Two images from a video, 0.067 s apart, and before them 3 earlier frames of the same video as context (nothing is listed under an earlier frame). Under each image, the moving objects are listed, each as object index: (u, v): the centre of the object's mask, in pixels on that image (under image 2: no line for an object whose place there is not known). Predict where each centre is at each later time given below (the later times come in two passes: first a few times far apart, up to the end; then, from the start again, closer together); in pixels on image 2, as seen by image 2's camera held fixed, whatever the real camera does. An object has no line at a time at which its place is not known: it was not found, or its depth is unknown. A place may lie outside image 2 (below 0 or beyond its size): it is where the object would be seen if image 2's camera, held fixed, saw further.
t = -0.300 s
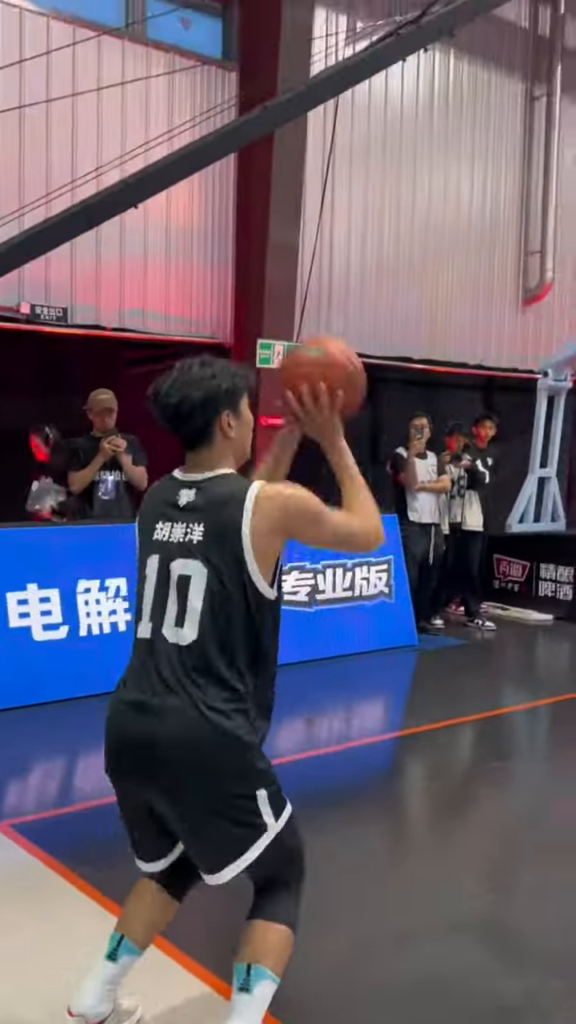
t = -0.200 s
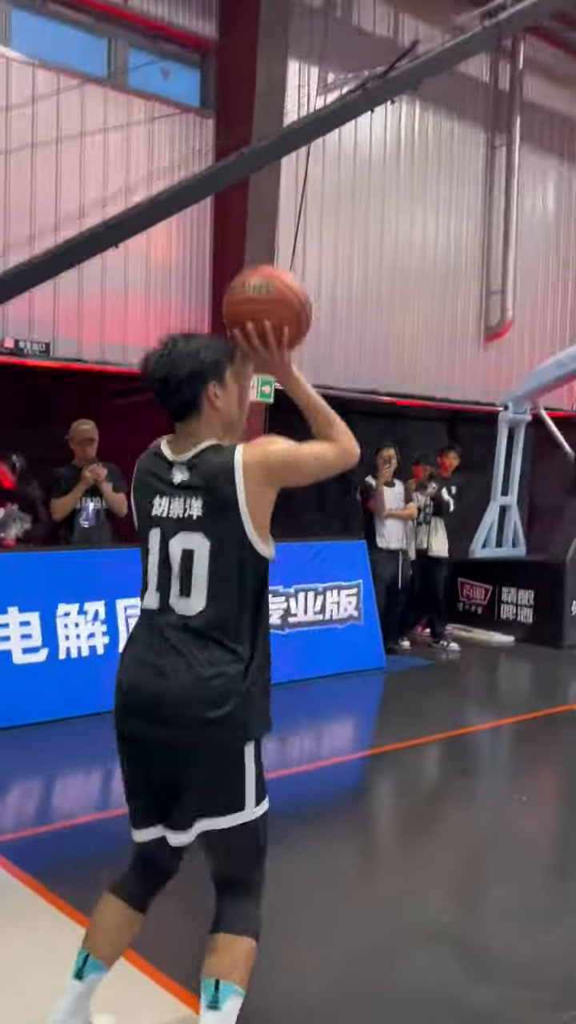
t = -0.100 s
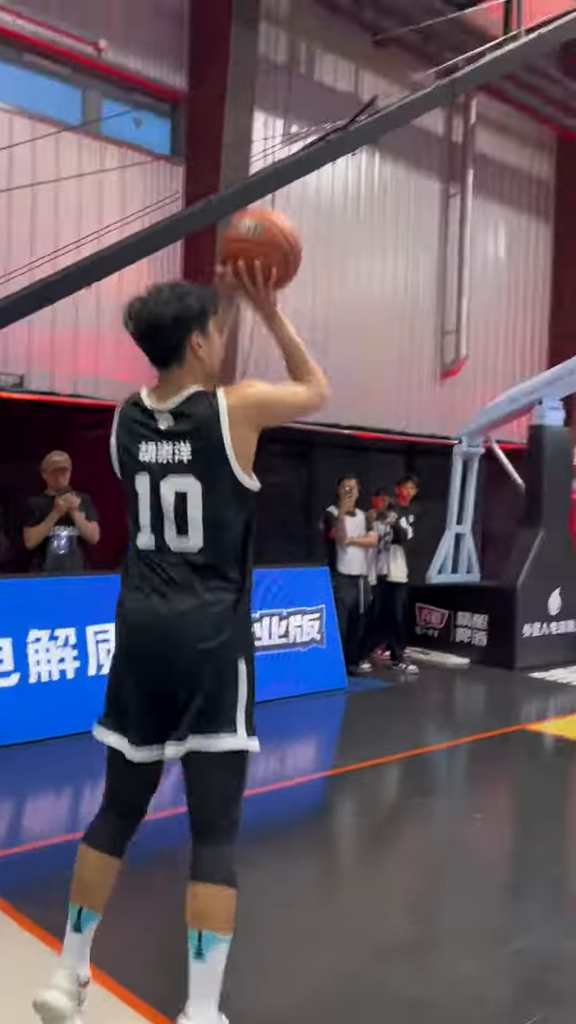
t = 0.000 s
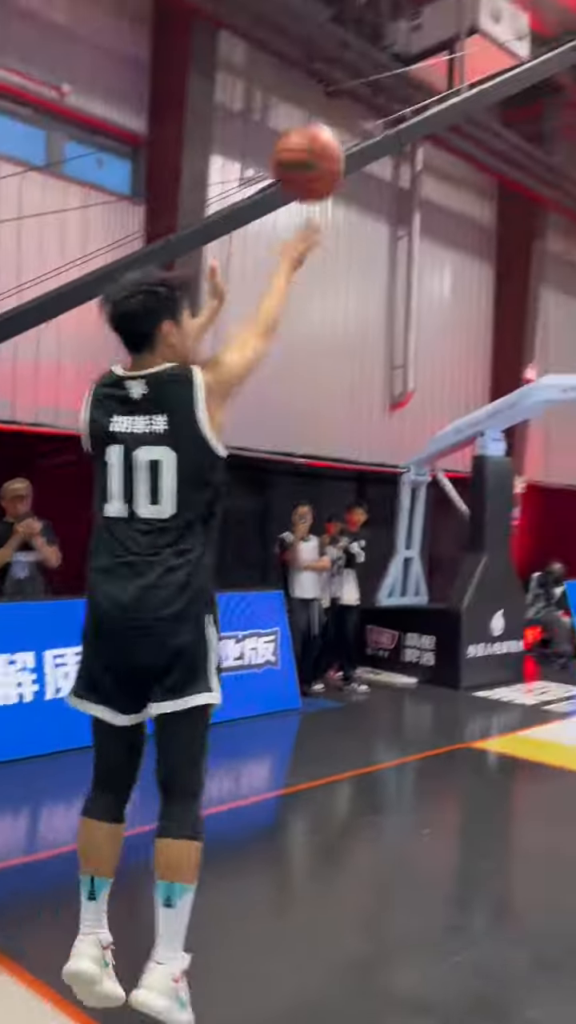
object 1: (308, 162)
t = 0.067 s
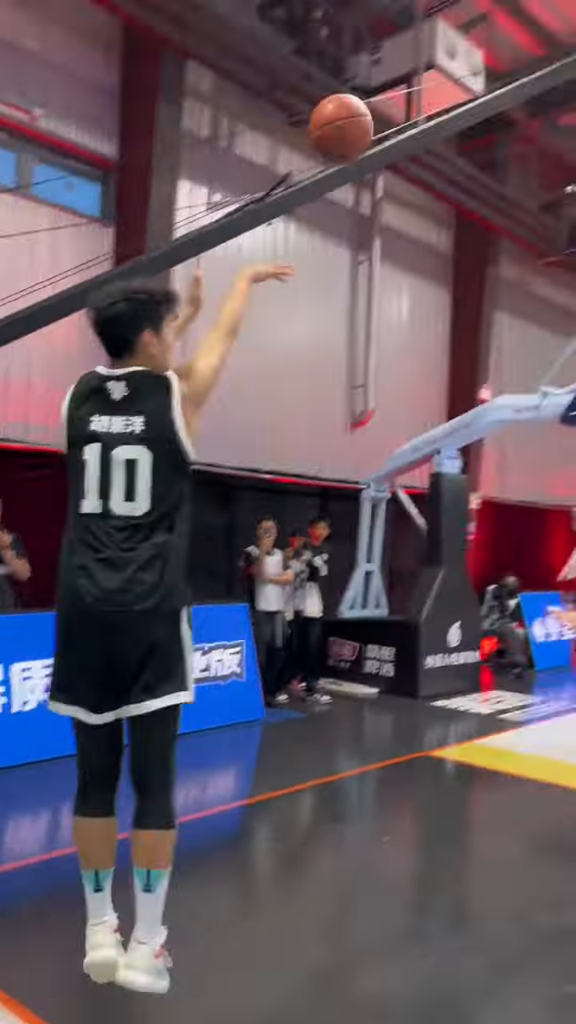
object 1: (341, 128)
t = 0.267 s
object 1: (489, 49)
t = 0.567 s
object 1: (619, 91)
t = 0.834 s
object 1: (692, 209)
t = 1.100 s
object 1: (741, 368)
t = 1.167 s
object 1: (755, 351)
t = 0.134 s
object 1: (400, 91)
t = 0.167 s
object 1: (424, 75)
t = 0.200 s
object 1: (445, 62)
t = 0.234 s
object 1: (469, 53)
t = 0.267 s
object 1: (489, 49)
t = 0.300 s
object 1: (506, 50)
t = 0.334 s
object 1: (523, 47)
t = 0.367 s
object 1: (540, 47)
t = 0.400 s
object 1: (559, 45)
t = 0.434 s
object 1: (574, 51)
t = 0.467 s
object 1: (588, 56)
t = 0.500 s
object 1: (601, 65)
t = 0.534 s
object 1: (608, 80)
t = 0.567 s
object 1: (619, 91)
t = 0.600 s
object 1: (629, 102)
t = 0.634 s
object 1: (640, 115)
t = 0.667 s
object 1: (649, 128)
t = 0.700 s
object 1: (657, 143)
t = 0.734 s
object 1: (668, 158)
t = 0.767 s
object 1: (676, 174)
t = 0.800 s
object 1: (683, 191)
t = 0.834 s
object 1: (692, 209)
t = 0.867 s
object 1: (698, 227)
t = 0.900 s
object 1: (706, 245)
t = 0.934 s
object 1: (711, 266)
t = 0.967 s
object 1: (718, 283)
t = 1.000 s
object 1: (725, 303)
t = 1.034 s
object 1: (731, 327)
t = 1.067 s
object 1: (736, 347)
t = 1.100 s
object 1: (741, 368)
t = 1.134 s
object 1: (747, 362)
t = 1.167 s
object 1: (755, 351)
